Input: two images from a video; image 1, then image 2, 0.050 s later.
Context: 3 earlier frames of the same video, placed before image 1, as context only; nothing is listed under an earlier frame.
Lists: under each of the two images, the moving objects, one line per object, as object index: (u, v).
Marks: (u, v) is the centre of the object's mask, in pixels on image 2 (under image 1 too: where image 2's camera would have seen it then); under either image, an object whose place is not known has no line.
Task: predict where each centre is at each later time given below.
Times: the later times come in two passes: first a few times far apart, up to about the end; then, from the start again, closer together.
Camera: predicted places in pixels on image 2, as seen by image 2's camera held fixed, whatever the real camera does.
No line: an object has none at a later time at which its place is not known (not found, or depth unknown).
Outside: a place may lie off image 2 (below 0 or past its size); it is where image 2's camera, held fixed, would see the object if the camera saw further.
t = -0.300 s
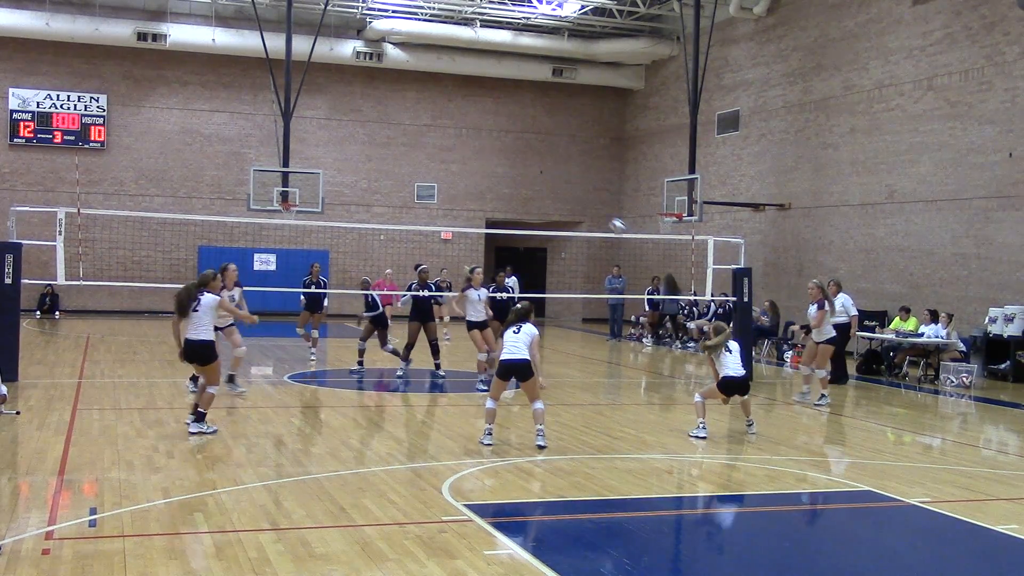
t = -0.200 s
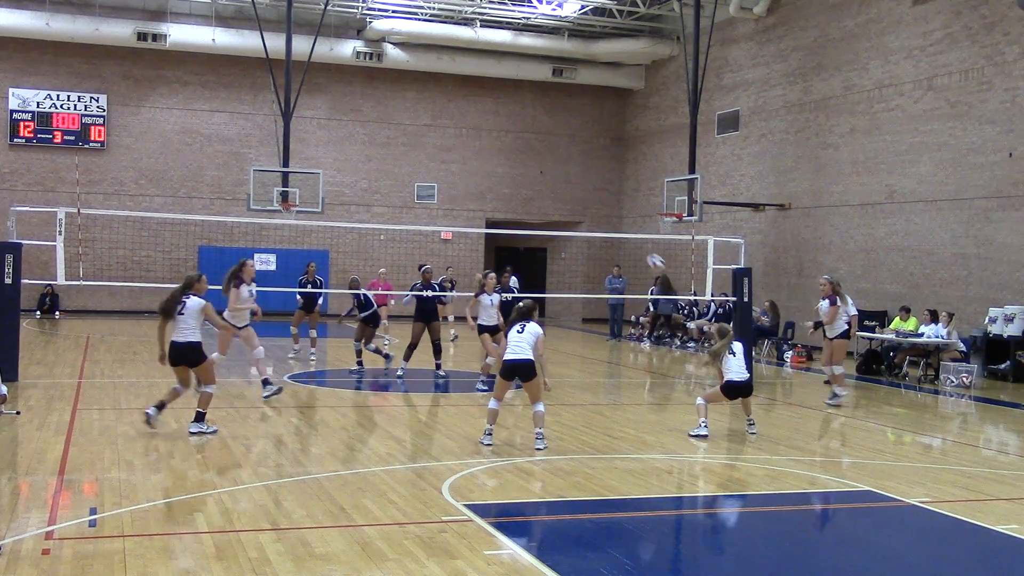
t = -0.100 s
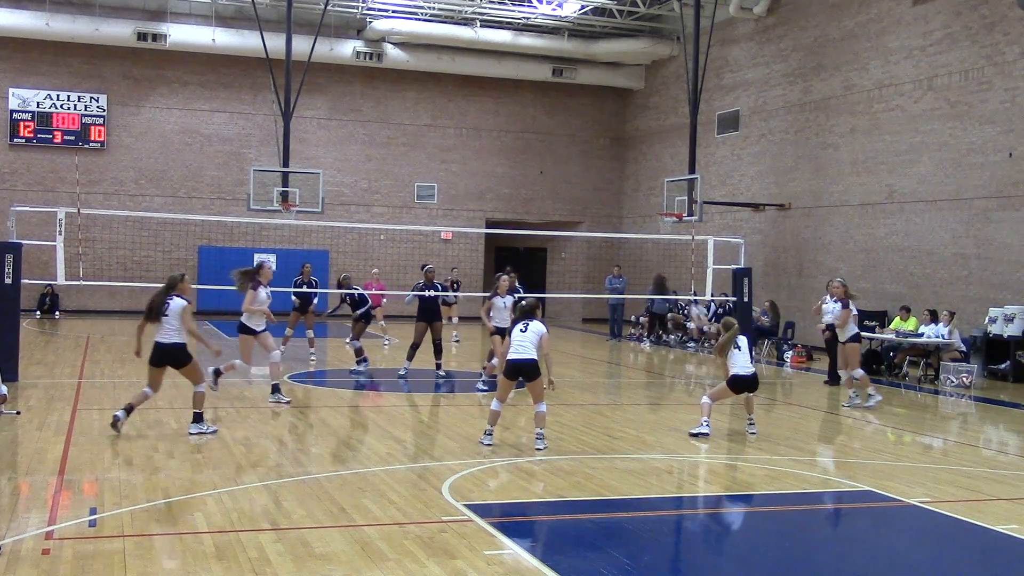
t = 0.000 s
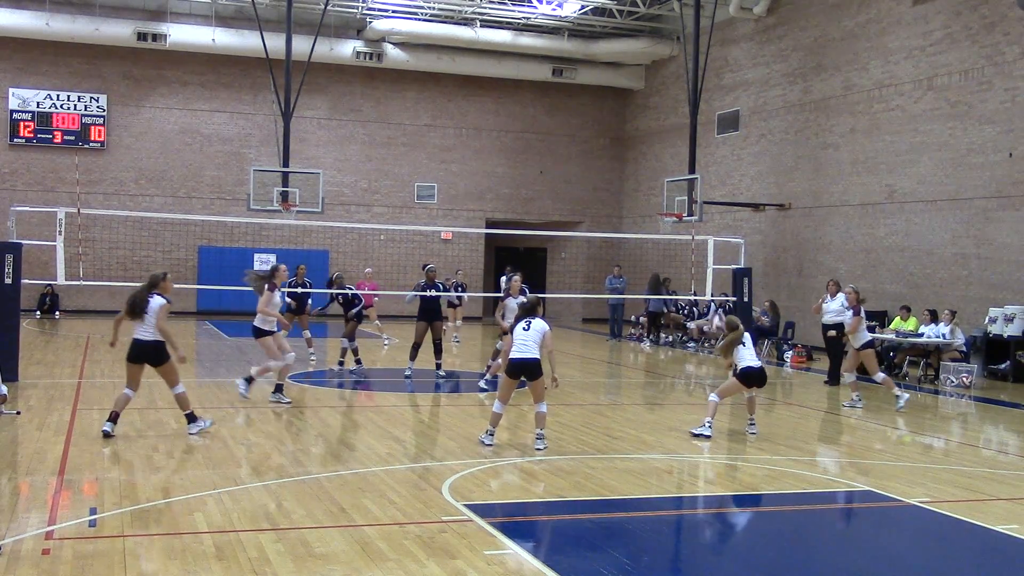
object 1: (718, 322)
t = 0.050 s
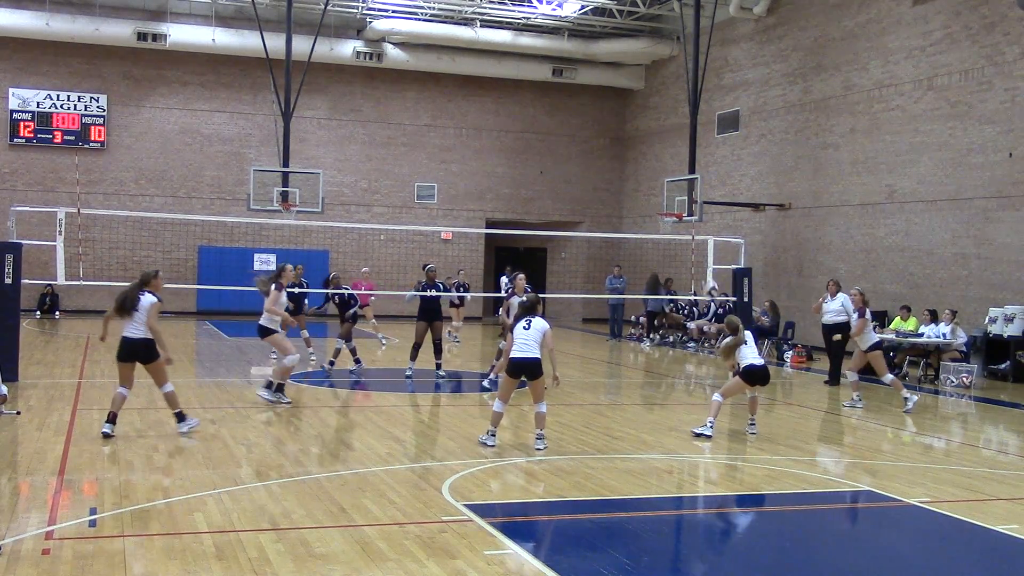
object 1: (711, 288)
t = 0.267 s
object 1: (675, 172)
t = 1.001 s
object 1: (566, 90)
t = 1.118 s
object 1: (549, 115)
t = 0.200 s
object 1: (685, 201)
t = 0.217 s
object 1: (684, 195)
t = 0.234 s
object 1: (681, 188)
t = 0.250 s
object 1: (677, 179)
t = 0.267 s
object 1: (675, 172)
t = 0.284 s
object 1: (672, 166)
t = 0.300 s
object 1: (670, 158)
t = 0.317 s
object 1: (667, 152)
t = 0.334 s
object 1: (665, 146)
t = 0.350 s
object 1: (662, 140)
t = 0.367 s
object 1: (659, 135)
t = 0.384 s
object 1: (657, 129)
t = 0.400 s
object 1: (654, 123)
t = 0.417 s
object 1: (652, 119)
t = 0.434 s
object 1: (649, 115)
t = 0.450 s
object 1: (647, 110)
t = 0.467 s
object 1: (645, 105)
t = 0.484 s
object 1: (642, 101)
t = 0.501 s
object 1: (639, 98)
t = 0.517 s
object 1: (637, 95)
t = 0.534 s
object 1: (634, 91)
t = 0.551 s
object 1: (632, 88)
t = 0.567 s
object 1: (630, 86)
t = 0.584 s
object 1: (627, 83)
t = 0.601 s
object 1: (625, 81)
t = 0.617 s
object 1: (622, 78)
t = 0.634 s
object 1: (619, 77)
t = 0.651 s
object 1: (617, 75)
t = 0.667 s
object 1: (614, 73)
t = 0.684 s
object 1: (612, 72)
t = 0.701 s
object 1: (609, 71)
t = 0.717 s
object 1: (607, 70)
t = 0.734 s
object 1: (604, 70)
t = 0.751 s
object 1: (602, 69)
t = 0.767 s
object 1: (599, 68)
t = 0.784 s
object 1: (597, 69)
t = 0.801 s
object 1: (595, 70)
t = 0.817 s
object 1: (592, 70)
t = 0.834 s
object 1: (589, 71)
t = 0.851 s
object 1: (587, 71)
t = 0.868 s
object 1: (584, 73)
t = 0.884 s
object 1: (582, 73)
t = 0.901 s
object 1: (579, 76)
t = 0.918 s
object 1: (578, 78)
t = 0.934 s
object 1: (575, 80)
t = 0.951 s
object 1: (573, 82)
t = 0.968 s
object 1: (570, 85)
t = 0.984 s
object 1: (568, 87)
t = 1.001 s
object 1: (566, 90)
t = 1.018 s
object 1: (563, 93)
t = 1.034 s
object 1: (560, 96)
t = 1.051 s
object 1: (558, 100)
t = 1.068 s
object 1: (556, 103)
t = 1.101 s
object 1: (551, 111)
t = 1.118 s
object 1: (549, 115)
